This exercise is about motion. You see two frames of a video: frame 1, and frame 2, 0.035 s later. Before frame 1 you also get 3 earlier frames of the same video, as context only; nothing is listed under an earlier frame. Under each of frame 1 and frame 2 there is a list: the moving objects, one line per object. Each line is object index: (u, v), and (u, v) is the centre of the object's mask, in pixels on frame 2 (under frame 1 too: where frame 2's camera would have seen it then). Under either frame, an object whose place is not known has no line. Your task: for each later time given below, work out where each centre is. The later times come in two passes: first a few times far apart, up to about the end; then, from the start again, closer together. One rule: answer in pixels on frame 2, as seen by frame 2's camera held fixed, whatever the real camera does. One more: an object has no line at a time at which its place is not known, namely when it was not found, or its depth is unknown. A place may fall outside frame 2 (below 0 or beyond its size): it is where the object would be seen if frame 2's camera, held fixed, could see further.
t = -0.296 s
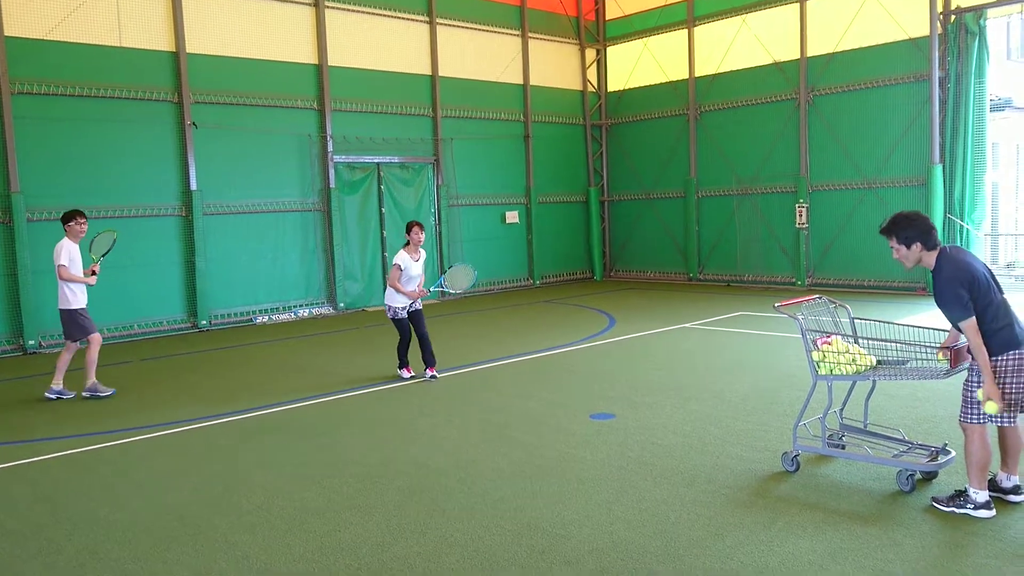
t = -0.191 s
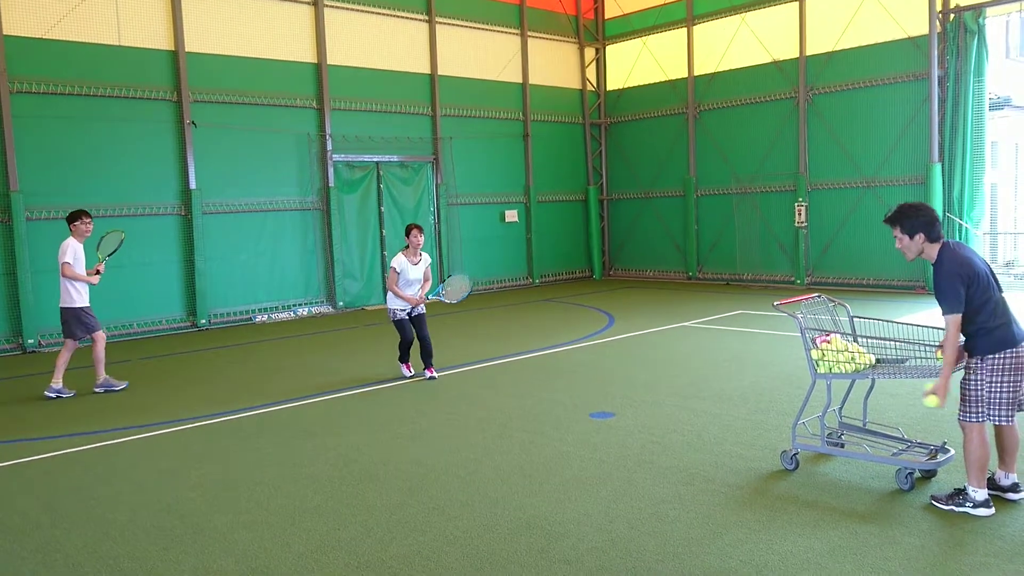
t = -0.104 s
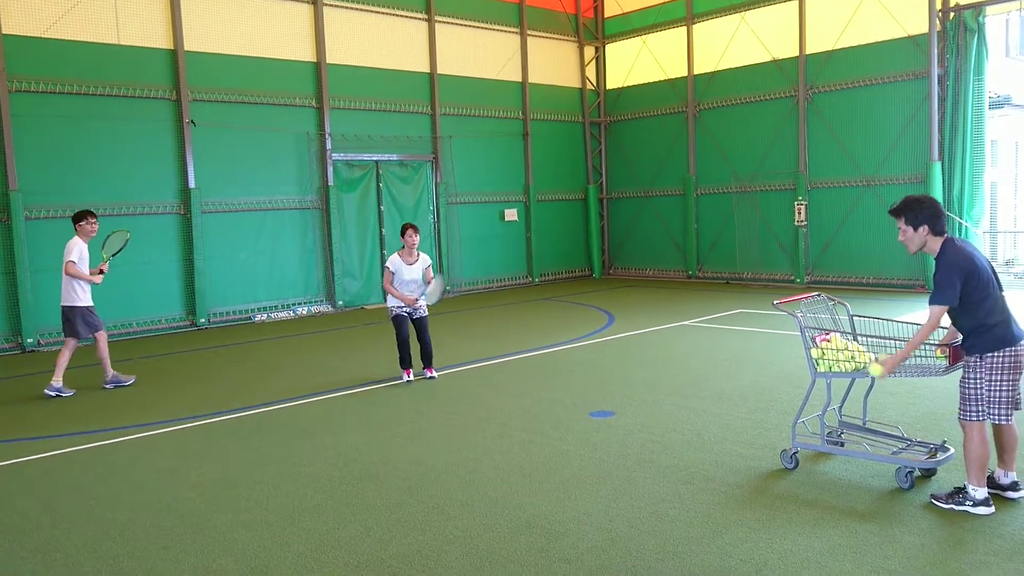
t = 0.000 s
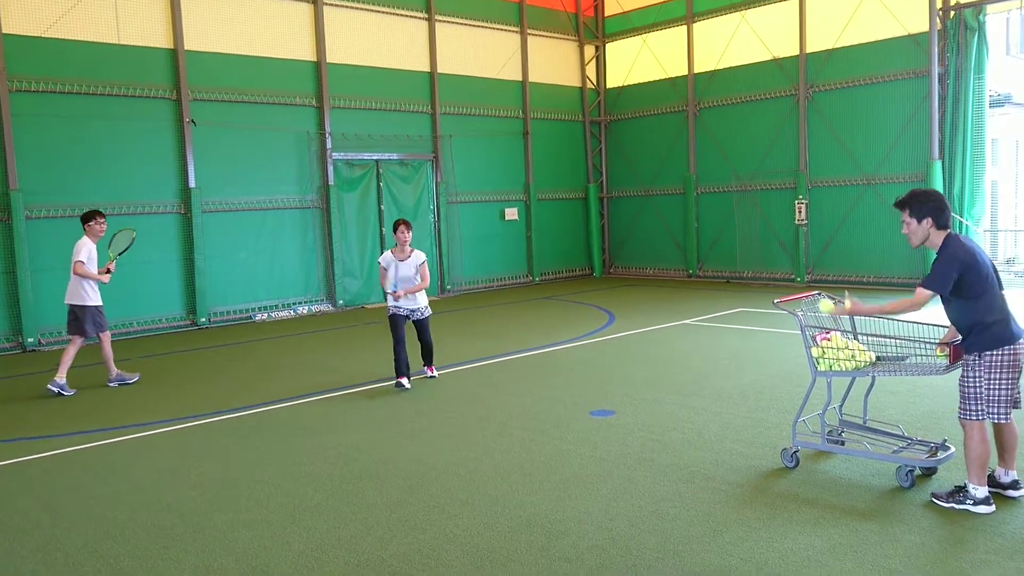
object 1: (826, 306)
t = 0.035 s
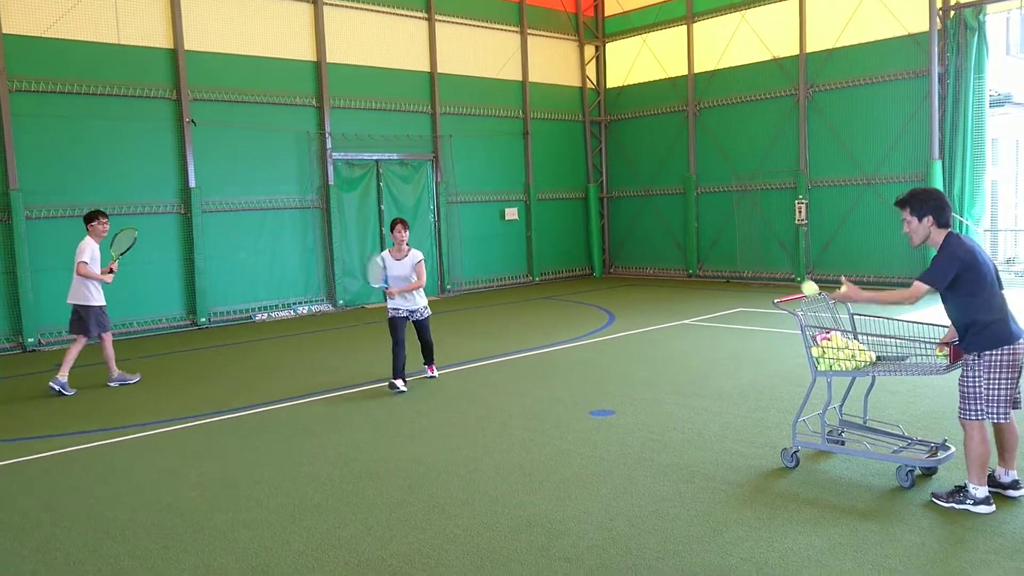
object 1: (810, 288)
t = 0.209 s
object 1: (723, 232)
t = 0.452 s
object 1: (617, 259)
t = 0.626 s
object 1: (541, 354)
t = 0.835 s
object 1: (470, 491)
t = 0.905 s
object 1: (454, 450)
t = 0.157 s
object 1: (746, 241)
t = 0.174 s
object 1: (738, 238)
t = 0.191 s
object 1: (731, 235)
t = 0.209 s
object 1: (723, 232)
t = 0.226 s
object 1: (715, 231)
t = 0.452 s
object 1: (617, 259)
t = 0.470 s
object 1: (611, 265)
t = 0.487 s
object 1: (604, 271)
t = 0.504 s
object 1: (589, 286)
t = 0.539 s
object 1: (575, 303)
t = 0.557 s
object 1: (568, 312)
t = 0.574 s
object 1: (562, 322)
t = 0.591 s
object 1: (555, 332)
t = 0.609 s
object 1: (548, 342)
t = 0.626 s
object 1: (541, 354)
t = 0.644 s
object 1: (534, 365)
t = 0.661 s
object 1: (528, 377)
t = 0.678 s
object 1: (522, 390)
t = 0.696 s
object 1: (516, 403)
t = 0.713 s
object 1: (509, 416)
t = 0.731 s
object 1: (503, 430)
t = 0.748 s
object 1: (497, 444)
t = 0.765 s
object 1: (491, 459)
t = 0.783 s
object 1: (485, 474)
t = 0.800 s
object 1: (479, 490)
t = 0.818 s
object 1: (473, 502)
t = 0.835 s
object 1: (470, 491)
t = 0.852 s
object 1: (466, 480)
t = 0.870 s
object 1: (462, 470)
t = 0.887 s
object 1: (458, 460)
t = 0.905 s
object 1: (454, 450)
